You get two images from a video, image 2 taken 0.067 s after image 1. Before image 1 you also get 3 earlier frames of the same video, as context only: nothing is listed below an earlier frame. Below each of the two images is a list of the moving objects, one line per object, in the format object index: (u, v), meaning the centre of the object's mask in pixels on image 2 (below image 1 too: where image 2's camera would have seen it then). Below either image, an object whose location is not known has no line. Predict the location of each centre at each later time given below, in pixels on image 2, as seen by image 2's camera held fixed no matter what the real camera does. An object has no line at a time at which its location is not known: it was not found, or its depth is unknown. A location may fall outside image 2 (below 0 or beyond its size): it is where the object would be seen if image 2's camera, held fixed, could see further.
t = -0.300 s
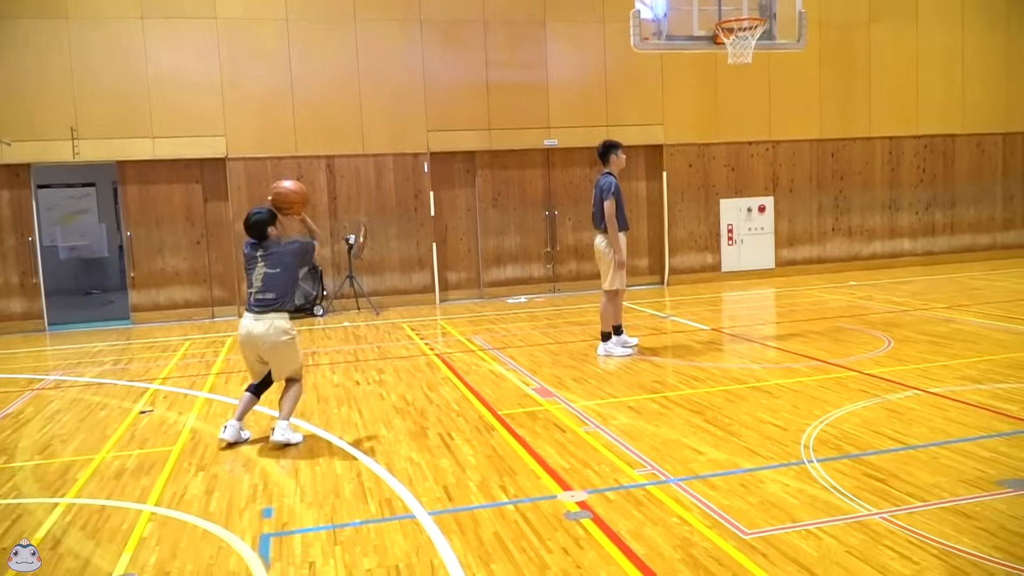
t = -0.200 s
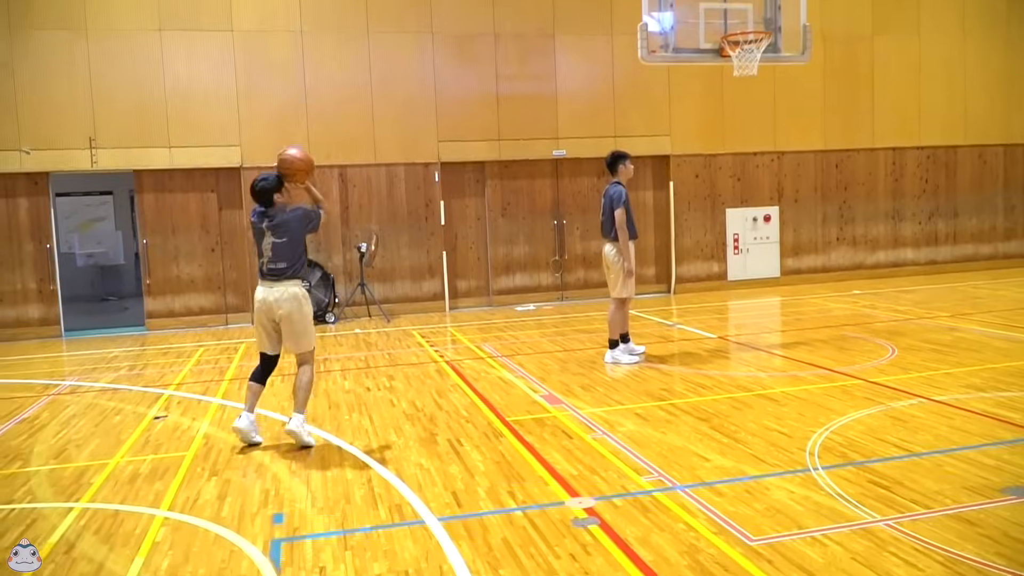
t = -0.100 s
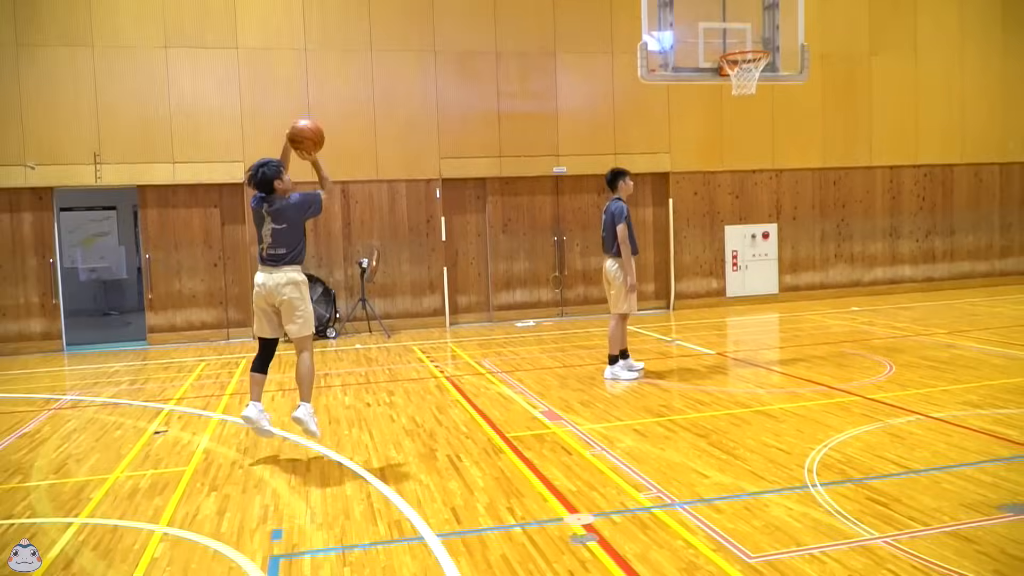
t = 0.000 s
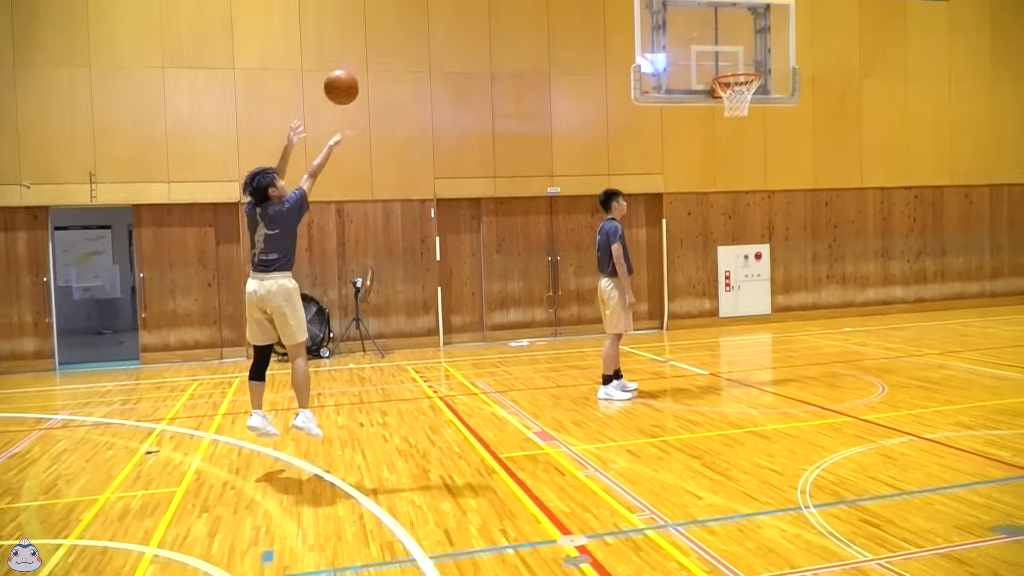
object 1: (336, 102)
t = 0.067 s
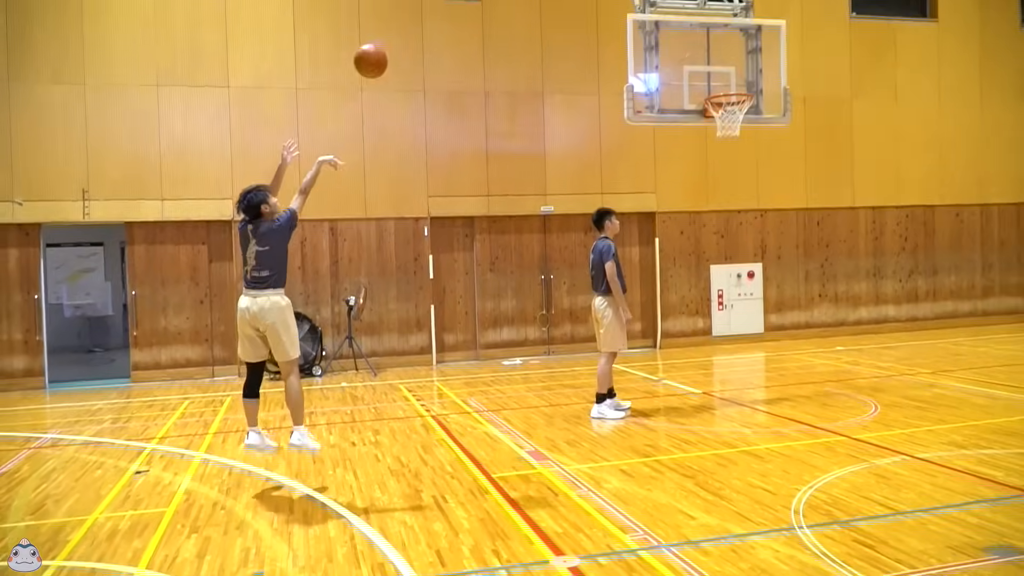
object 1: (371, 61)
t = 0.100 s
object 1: (387, 43)
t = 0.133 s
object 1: (403, 27)
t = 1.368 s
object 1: (763, 187)
